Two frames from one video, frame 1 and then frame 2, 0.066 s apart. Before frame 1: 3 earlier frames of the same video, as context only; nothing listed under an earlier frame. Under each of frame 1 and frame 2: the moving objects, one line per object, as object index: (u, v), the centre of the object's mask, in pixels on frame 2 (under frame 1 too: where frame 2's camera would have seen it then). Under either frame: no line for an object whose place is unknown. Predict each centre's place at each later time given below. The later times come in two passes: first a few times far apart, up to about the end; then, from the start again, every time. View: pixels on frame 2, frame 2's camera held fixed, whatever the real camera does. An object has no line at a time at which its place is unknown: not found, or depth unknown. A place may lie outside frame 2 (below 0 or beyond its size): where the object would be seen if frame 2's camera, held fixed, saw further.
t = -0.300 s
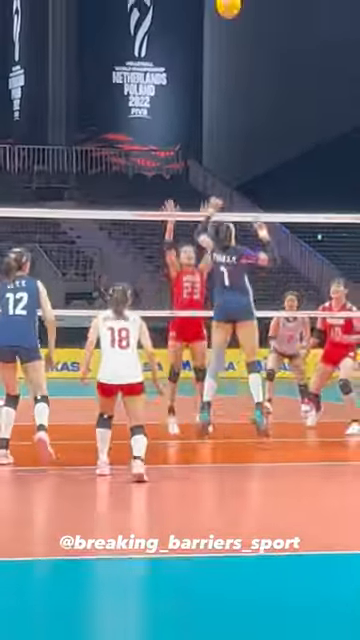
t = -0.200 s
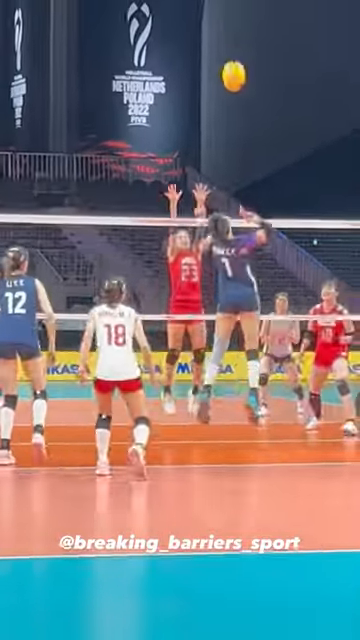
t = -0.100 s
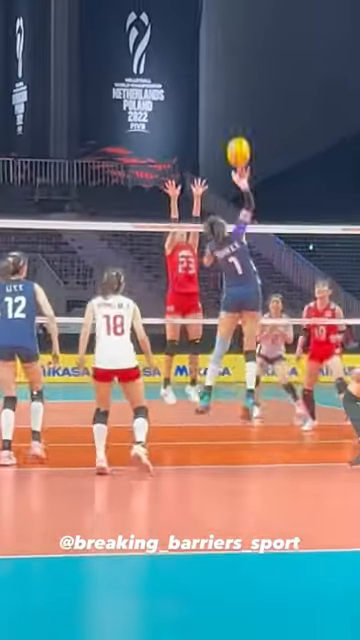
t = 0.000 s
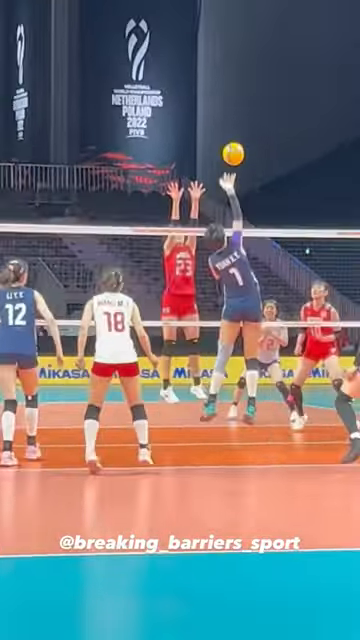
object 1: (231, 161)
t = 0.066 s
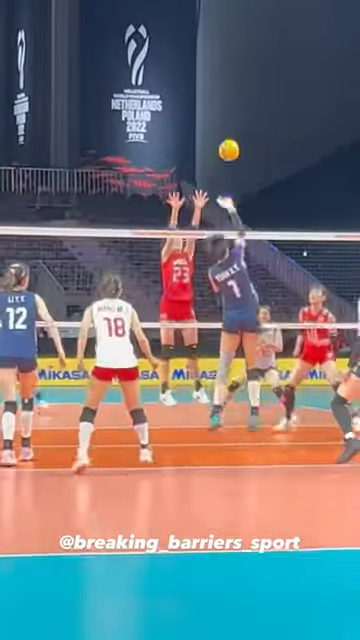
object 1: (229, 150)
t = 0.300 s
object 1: (222, 162)
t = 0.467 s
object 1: (219, 196)
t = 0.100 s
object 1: (228, 149)
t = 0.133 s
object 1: (227, 148)
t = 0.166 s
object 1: (225, 148)
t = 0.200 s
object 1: (224, 152)
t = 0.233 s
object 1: (224, 154)
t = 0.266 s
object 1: (223, 158)
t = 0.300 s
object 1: (222, 162)
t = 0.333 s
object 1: (222, 167)
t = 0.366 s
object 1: (221, 173)
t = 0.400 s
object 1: (221, 181)
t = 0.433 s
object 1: (220, 187)
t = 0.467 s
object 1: (219, 196)
